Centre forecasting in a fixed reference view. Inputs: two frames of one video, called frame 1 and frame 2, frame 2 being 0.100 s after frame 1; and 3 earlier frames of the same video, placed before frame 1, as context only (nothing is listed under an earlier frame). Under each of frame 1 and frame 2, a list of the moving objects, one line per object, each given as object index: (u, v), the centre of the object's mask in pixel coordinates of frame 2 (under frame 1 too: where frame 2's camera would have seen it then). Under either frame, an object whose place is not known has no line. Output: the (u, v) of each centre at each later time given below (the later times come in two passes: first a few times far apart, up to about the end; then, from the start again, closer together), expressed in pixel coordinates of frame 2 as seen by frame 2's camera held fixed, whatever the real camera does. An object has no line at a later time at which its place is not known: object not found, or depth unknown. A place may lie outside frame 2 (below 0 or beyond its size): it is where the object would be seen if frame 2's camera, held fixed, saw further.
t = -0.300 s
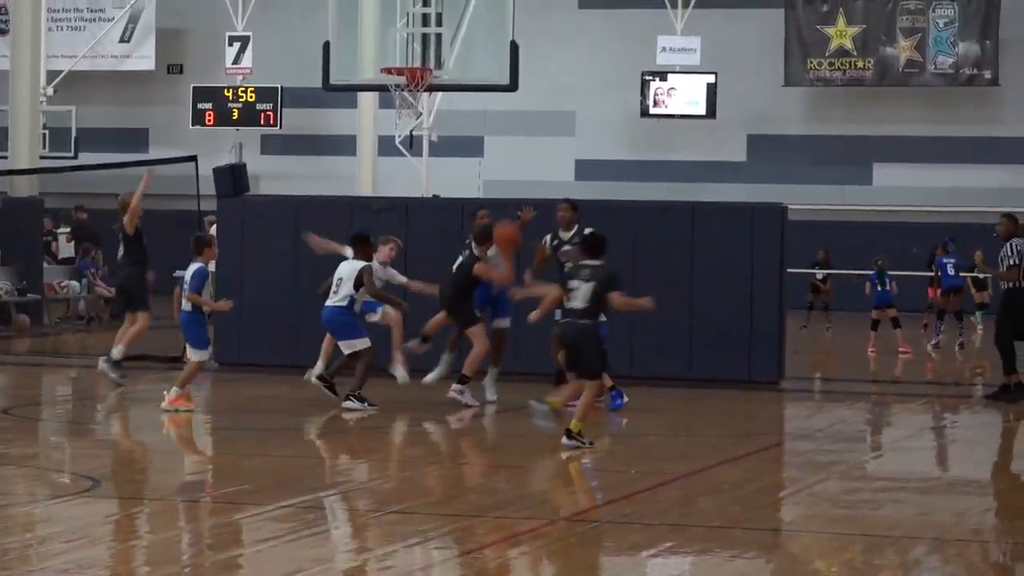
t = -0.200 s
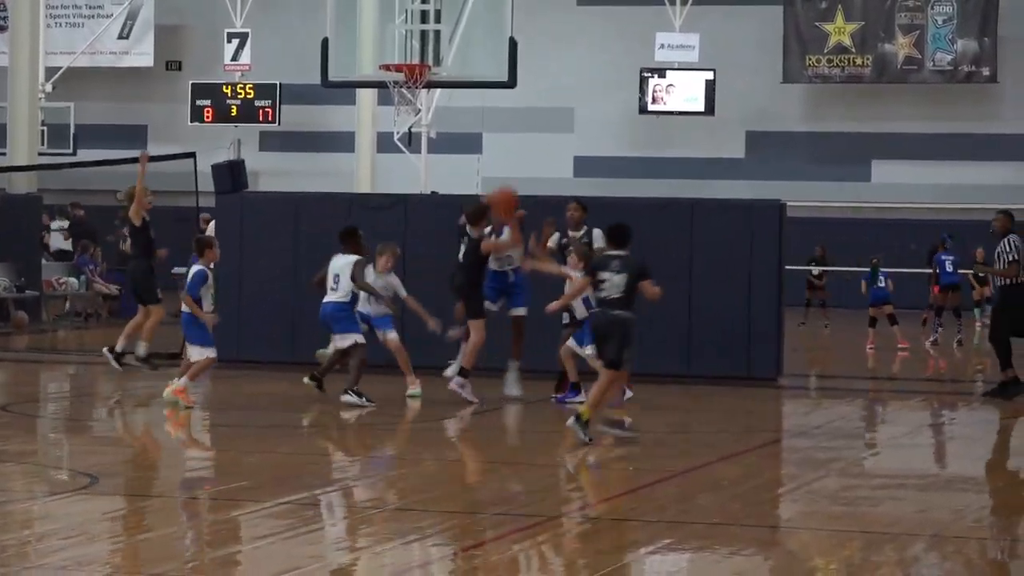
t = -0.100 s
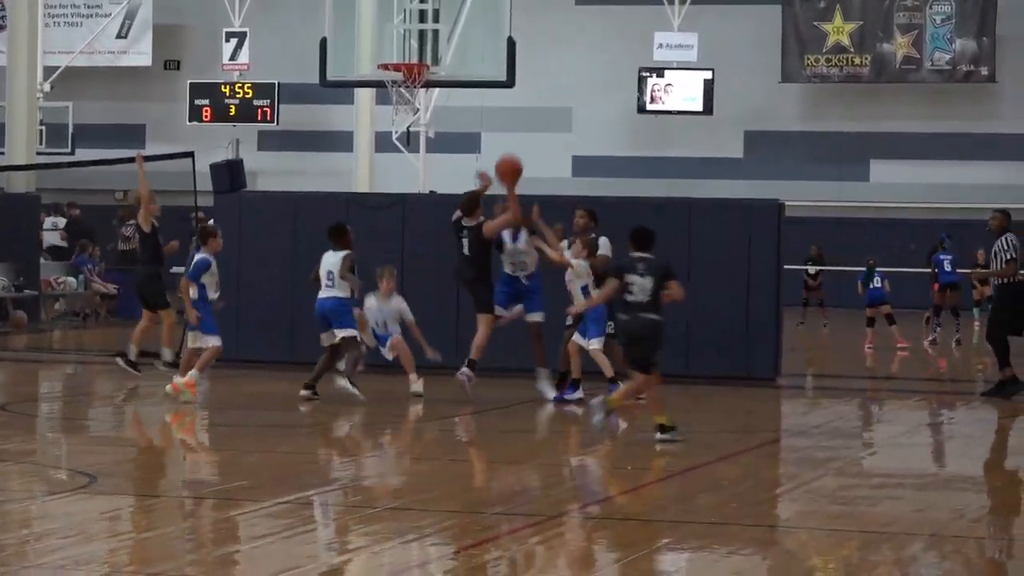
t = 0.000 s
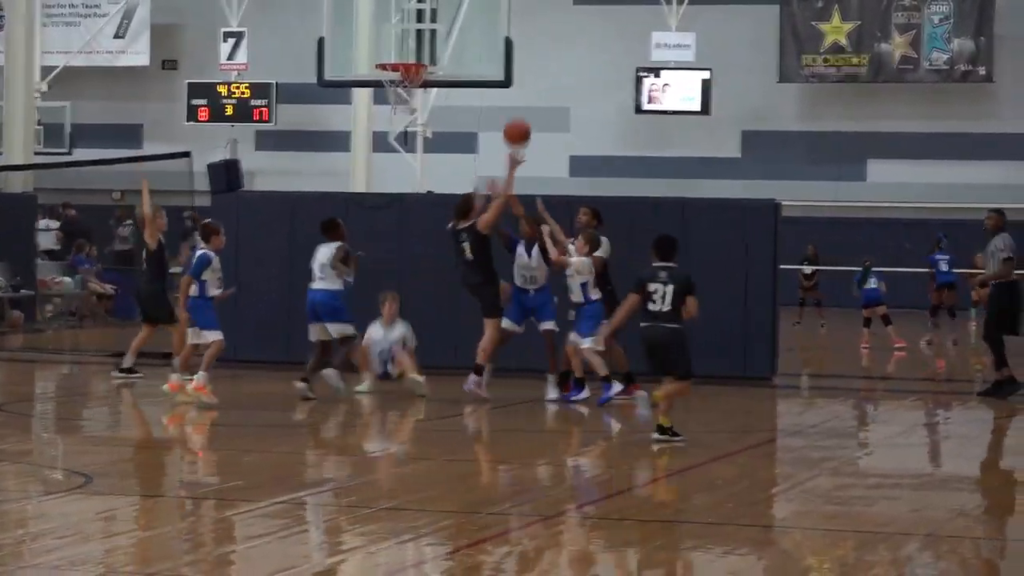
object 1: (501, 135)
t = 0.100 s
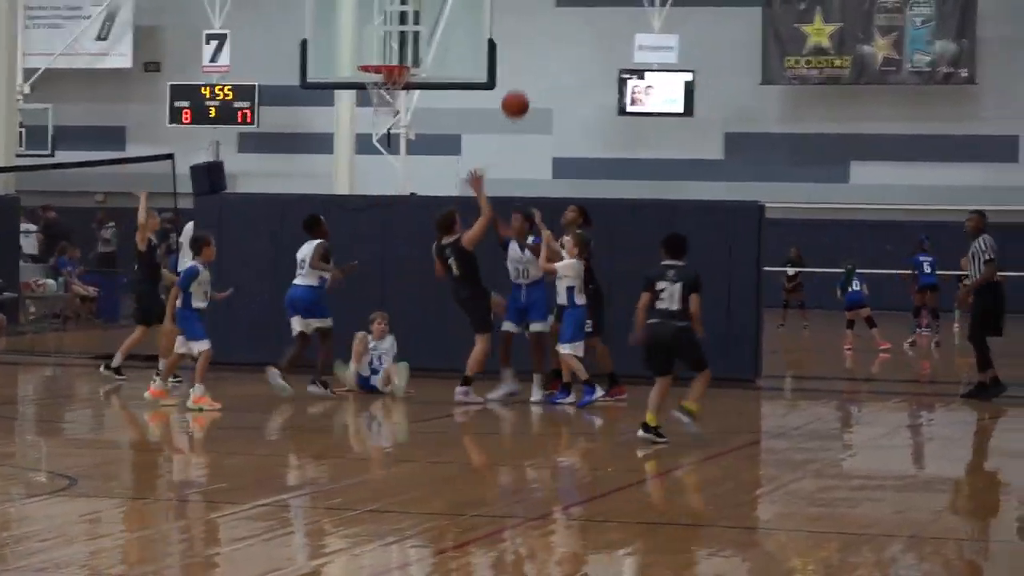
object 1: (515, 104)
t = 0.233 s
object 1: (533, 82)
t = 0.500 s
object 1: (567, 96)
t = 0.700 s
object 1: (589, 155)
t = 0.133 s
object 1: (519, 97)
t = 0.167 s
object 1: (524, 90)
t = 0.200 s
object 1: (529, 85)
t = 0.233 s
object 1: (533, 82)
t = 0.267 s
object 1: (538, 80)
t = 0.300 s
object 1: (542, 78)
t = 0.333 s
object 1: (546, 78)
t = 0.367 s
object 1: (551, 79)
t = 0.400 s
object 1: (555, 82)
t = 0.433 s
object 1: (559, 85)
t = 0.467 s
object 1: (563, 90)
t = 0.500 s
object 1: (567, 96)
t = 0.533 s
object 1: (570, 103)
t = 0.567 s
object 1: (574, 111)
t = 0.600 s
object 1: (578, 120)
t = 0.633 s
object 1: (582, 130)
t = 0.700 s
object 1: (589, 155)
